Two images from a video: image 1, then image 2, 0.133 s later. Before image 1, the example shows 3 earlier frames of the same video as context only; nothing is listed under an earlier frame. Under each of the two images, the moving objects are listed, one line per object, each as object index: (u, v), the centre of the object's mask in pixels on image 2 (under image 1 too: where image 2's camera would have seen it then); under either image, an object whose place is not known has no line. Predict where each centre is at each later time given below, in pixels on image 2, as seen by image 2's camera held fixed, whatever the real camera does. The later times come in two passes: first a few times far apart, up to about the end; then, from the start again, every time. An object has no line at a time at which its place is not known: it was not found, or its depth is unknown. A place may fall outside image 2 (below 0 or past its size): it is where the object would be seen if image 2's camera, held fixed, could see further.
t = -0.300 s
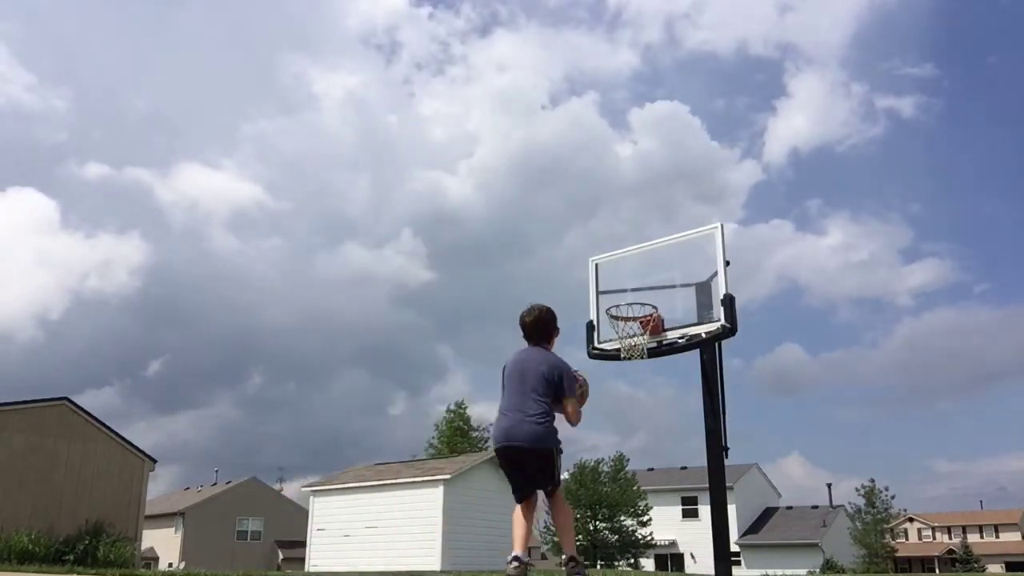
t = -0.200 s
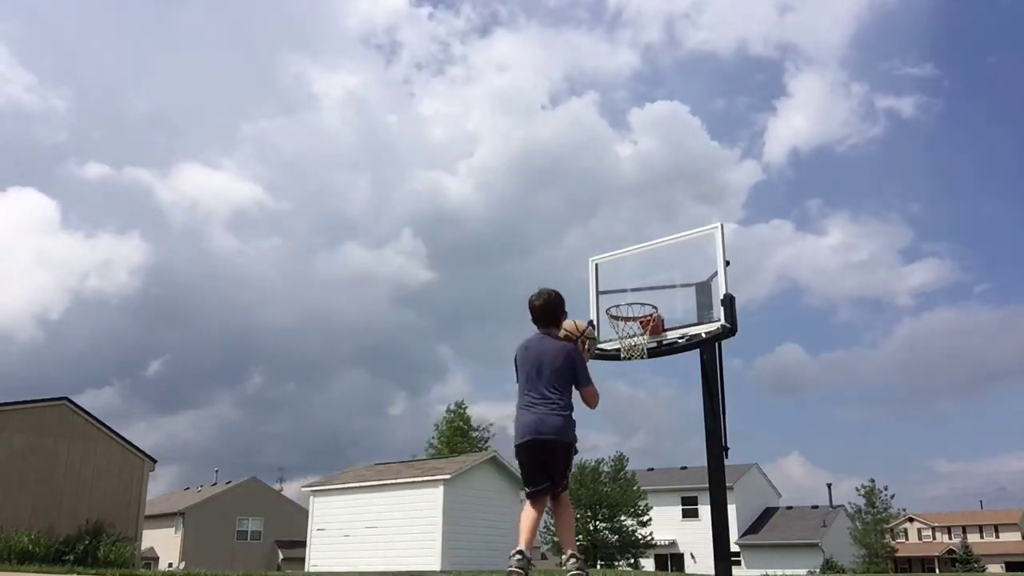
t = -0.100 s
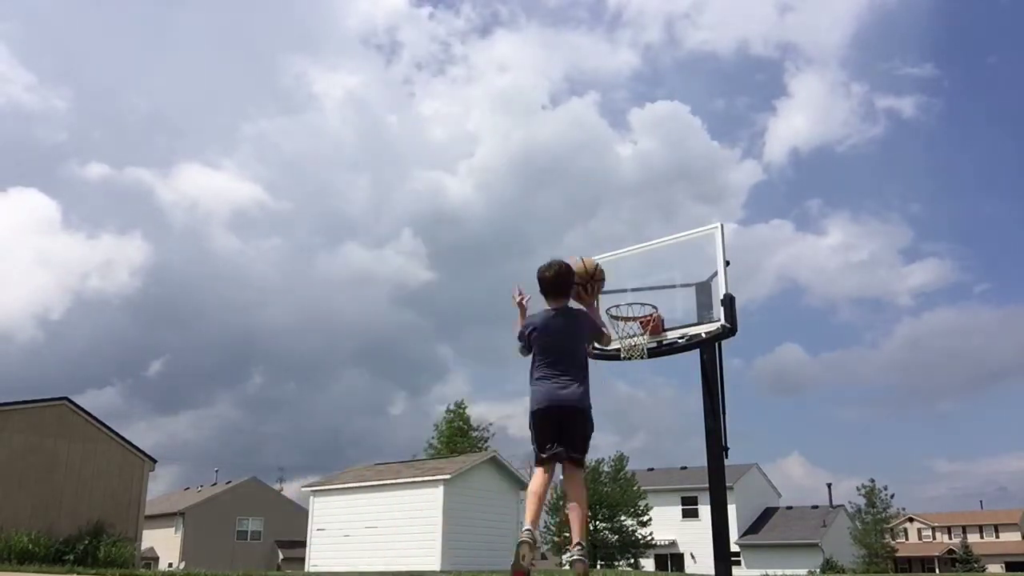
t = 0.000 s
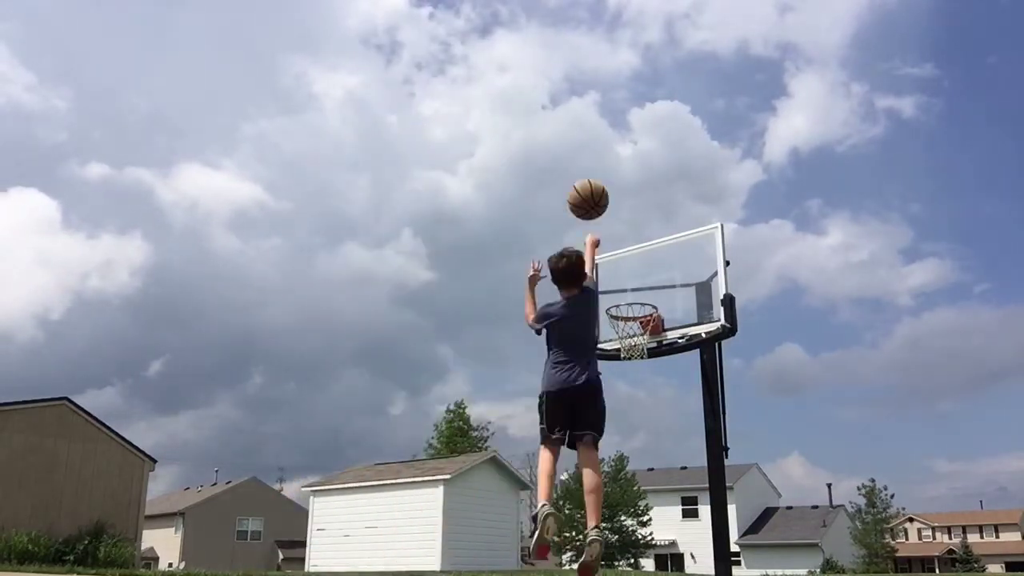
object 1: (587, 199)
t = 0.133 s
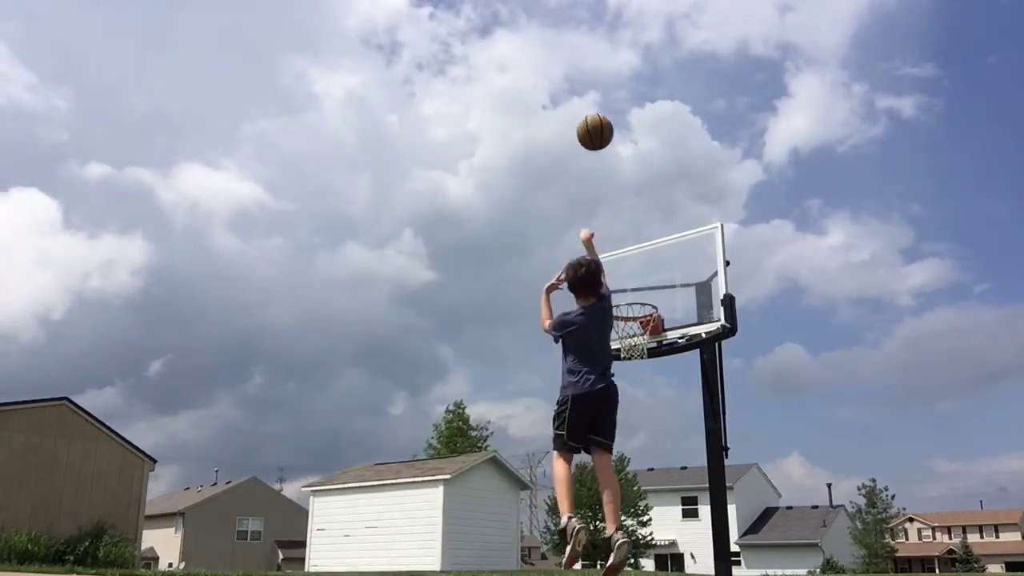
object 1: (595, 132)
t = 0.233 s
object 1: (600, 105)
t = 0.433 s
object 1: (610, 93)
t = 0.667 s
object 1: (621, 133)
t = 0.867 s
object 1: (631, 204)
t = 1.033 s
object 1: (641, 286)
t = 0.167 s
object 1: (596, 121)
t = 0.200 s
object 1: (598, 112)
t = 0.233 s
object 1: (600, 105)
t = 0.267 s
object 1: (602, 99)
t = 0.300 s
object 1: (603, 95)
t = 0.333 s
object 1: (605, 93)
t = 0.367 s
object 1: (607, 92)
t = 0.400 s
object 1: (608, 92)
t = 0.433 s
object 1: (610, 93)
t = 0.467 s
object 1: (611, 96)
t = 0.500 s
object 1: (613, 100)
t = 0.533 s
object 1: (615, 104)
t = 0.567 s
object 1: (616, 110)
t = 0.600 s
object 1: (618, 117)
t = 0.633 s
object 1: (619, 125)
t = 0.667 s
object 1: (621, 133)
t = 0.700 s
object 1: (623, 143)
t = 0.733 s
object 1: (624, 154)
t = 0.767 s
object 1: (626, 165)
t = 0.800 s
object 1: (628, 177)
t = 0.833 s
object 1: (630, 190)
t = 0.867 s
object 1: (631, 204)
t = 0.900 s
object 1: (633, 219)
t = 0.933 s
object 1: (635, 234)
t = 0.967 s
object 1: (636, 251)
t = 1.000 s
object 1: (639, 268)
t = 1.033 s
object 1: (641, 286)
